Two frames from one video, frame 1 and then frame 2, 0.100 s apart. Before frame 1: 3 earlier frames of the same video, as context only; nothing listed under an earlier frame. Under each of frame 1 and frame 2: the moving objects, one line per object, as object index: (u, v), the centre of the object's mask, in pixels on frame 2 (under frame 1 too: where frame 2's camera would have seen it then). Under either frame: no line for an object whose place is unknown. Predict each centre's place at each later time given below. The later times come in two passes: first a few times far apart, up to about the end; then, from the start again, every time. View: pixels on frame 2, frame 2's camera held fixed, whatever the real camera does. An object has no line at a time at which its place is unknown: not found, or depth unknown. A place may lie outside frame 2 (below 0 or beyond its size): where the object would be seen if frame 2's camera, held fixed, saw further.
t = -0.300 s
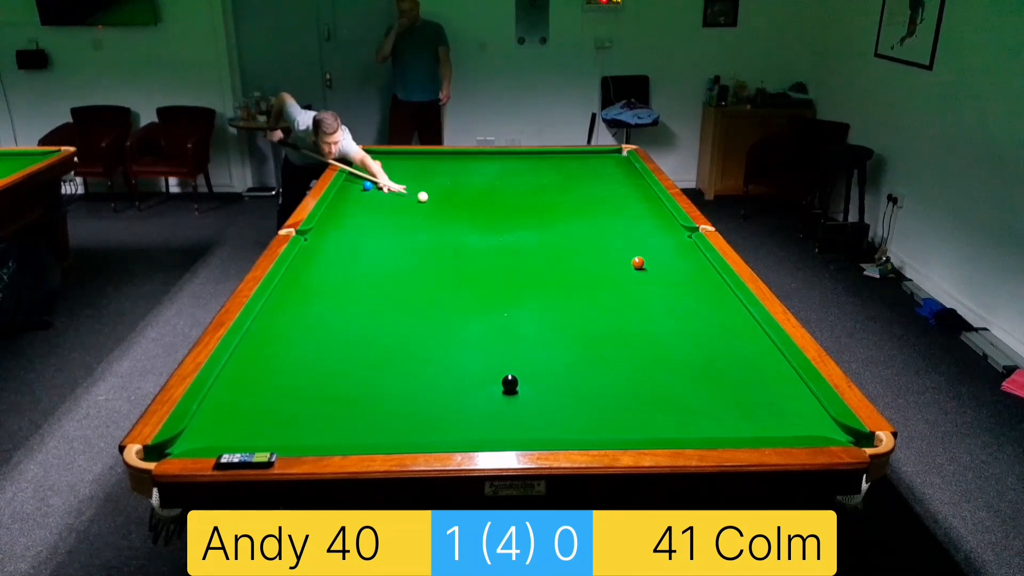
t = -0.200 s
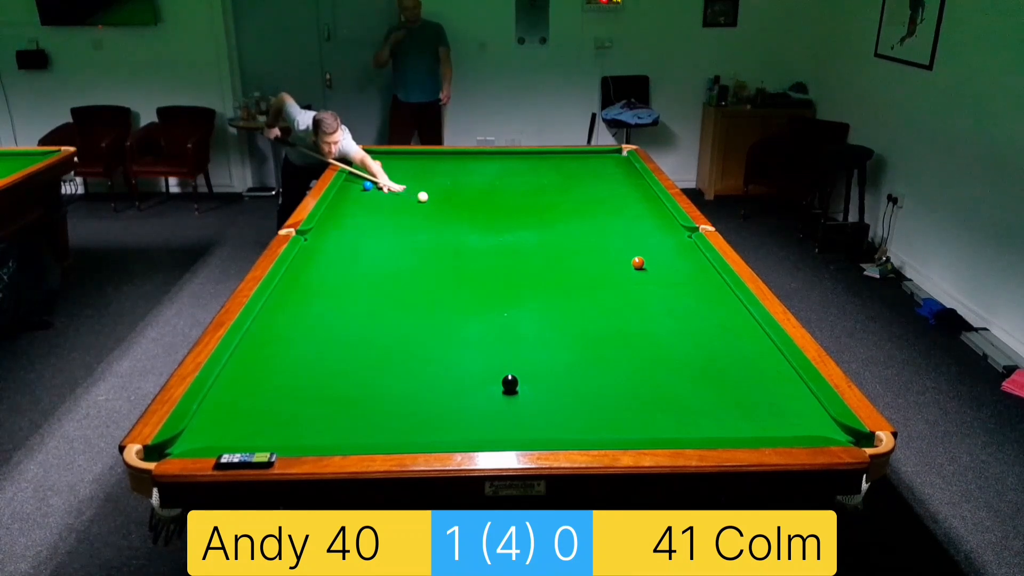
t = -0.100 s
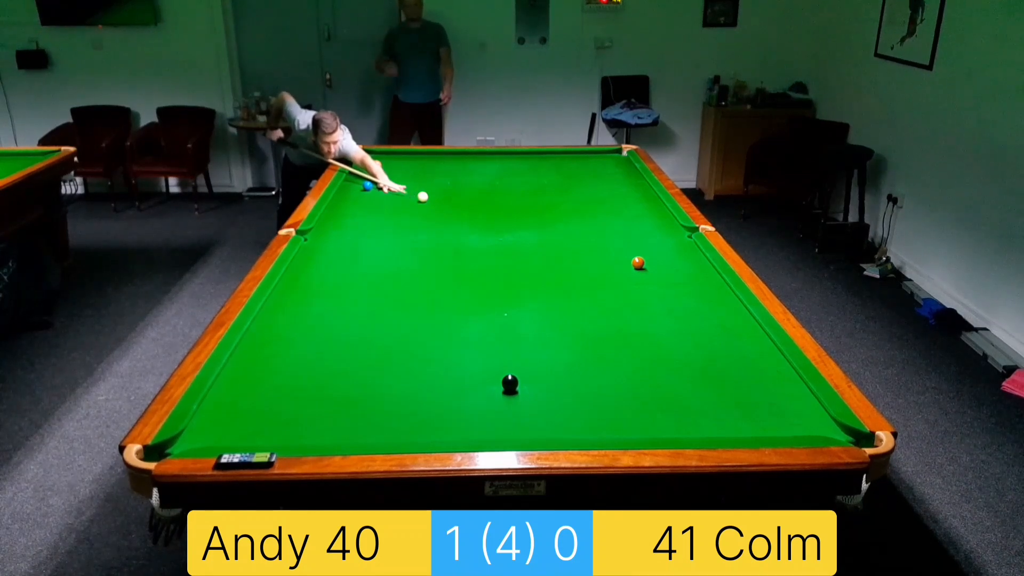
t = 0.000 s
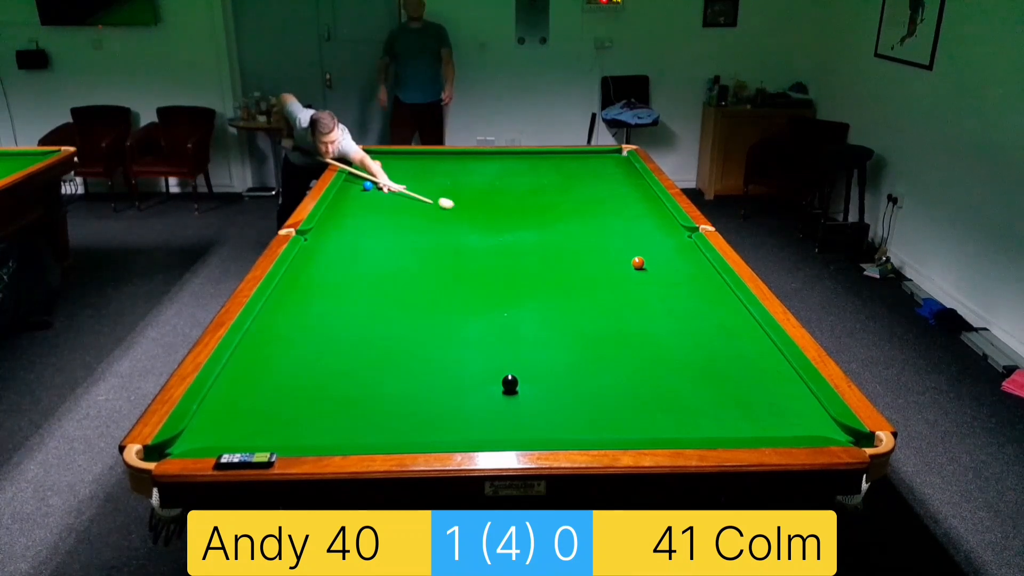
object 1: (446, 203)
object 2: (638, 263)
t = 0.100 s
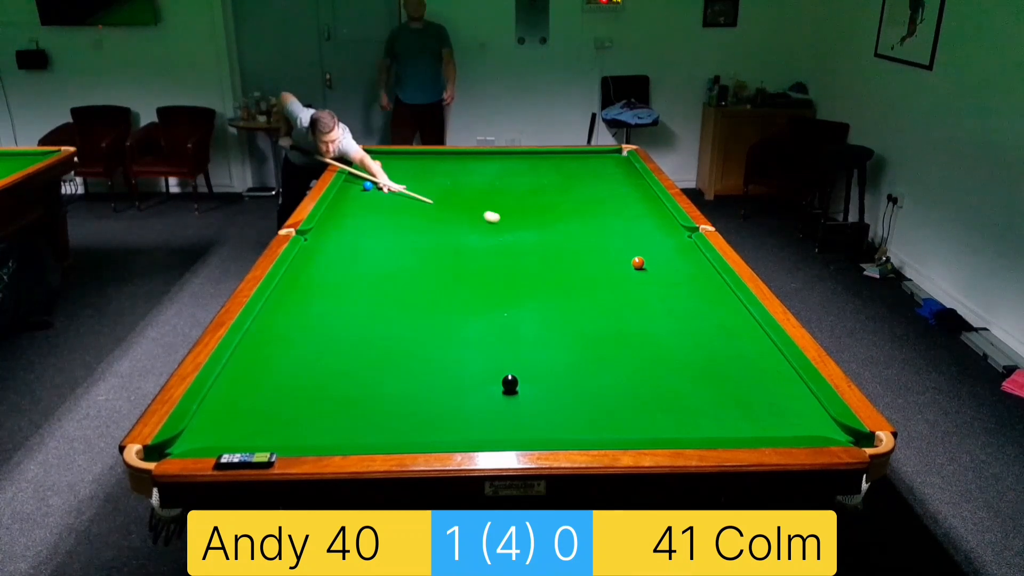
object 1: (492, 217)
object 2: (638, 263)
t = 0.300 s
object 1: (588, 245)
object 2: (638, 262)
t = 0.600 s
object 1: (681, 256)
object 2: (683, 296)
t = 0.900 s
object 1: (667, 251)
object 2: (750, 346)
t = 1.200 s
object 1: (628, 247)
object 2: (807, 409)
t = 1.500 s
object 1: (592, 244)
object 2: (812, 404)
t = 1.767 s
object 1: (563, 241)
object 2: (778, 377)
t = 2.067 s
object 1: (533, 237)
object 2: (746, 350)
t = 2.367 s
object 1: (505, 234)
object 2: (719, 328)
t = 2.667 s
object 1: (480, 231)
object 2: (697, 309)
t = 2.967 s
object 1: (456, 228)
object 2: (678, 292)
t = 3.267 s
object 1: (435, 226)
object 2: (661, 279)
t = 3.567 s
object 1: (415, 223)
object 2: (647, 266)
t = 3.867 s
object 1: (397, 221)
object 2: (635, 256)
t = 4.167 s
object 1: (381, 219)
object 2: (624, 246)
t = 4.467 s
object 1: (367, 217)
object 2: (614, 238)
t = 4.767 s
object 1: (354, 216)
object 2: (606, 231)
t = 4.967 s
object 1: (347, 215)
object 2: (601, 227)
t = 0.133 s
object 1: (507, 221)
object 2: (638, 262)
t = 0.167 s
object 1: (523, 226)
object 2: (638, 262)
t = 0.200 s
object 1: (539, 231)
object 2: (638, 263)
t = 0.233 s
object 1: (555, 236)
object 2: (638, 262)
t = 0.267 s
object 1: (572, 241)
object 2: (638, 262)
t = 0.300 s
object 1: (588, 245)
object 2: (638, 262)
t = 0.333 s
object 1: (604, 250)
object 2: (638, 262)
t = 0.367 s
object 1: (621, 255)
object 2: (638, 262)
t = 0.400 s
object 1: (635, 257)
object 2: (640, 265)
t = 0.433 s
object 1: (645, 257)
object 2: (647, 269)
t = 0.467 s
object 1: (653, 257)
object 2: (655, 275)
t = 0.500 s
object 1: (661, 257)
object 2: (662, 279)
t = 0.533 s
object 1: (668, 257)
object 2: (669, 285)
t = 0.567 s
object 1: (674, 256)
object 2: (676, 291)
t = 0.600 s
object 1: (681, 256)
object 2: (683, 296)
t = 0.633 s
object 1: (688, 255)
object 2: (690, 301)
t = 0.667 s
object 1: (694, 255)
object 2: (697, 306)
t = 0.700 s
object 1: (697, 254)
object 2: (704, 311)
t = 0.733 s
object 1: (691, 254)
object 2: (711, 317)
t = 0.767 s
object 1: (685, 253)
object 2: (718, 322)
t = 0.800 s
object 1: (681, 253)
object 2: (726, 328)
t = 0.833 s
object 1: (676, 252)
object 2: (734, 334)
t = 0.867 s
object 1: (671, 252)
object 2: (741, 340)
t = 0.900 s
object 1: (667, 251)
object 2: (750, 346)
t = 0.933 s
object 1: (662, 251)
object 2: (759, 353)
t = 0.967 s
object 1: (658, 251)
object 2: (767, 359)
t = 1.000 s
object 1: (654, 250)
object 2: (777, 366)
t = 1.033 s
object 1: (649, 250)
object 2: (786, 372)
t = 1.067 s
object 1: (645, 249)
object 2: (795, 380)
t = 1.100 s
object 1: (641, 249)
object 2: (797, 387)
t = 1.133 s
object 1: (636, 248)
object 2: (800, 394)
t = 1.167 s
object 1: (632, 248)
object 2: (803, 401)
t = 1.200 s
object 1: (628, 247)
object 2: (807, 409)
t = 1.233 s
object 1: (624, 247)
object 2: (810, 416)
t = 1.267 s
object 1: (620, 247)
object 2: (814, 424)
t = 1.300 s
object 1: (616, 246)
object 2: (817, 429)
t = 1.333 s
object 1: (612, 246)
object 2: (818, 427)
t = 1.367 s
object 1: (608, 245)
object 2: (817, 423)
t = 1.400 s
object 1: (604, 245)
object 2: (817, 418)
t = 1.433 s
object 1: (600, 244)
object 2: (816, 413)
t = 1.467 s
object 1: (596, 244)
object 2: (816, 409)
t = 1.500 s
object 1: (592, 244)
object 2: (812, 404)
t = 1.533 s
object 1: (589, 243)
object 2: (807, 401)
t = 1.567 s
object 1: (585, 243)
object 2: (803, 397)
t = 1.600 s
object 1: (581, 243)
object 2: (798, 393)
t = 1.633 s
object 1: (578, 242)
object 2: (794, 390)
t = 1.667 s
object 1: (574, 242)
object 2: (790, 387)
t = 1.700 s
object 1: (570, 241)
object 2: (786, 383)
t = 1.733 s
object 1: (567, 241)
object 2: (782, 380)
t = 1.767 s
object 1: (563, 241)
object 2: (778, 377)
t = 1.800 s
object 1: (560, 240)
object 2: (774, 374)
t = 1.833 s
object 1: (556, 240)
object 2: (771, 370)
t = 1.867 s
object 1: (553, 239)
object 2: (767, 368)
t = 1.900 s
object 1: (550, 239)
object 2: (763, 364)
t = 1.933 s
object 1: (546, 239)
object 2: (760, 361)
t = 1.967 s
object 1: (543, 238)
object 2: (757, 358)
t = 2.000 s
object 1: (540, 238)
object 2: (753, 355)
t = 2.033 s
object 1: (536, 237)
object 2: (749, 353)
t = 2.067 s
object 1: (533, 237)
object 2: (746, 350)
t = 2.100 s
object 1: (530, 237)
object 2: (743, 348)
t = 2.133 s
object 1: (527, 236)
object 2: (740, 345)
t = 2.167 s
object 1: (523, 236)
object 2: (737, 342)
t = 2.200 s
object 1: (520, 236)
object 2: (734, 340)
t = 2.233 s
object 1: (517, 235)
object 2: (731, 337)
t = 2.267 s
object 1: (514, 235)
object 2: (728, 335)
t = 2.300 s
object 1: (511, 235)
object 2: (725, 332)
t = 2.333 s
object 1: (508, 234)
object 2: (722, 330)
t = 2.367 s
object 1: (505, 234)
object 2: (719, 328)
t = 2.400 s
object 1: (502, 234)
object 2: (717, 326)
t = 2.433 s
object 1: (499, 233)
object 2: (714, 323)
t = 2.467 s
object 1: (496, 233)
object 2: (712, 321)
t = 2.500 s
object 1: (494, 233)
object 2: (709, 319)
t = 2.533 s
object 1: (491, 232)
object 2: (706, 317)
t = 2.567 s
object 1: (488, 232)
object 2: (704, 315)
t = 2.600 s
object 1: (485, 232)
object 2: (701, 313)
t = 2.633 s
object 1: (482, 231)
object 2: (699, 311)
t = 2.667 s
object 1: (480, 231)
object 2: (697, 309)
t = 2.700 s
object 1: (477, 231)
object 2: (694, 307)
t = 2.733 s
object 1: (474, 230)
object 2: (692, 305)
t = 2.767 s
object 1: (472, 230)
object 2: (690, 303)
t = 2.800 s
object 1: (469, 230)
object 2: (688, 301)
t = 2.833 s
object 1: (466, 229)
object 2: (686, 299)
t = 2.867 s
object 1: (464, 229)
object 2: (684, 298)
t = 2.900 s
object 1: (461, 229)
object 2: (682, 296)
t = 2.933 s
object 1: (459, 229)
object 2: (680, 294)
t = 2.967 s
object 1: (456, 228)
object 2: (678, 292)
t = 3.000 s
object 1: (454, 228)
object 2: (676, 291)
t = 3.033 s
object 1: (451, 228)
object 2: (674, 289)
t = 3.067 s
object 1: (449, 227)
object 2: (672, 287)
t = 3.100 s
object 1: (446, 227)
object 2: (670, 286)
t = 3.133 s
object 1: (444, 227)
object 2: (668, 284)
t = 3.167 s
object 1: (442, 226)
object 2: (666, 283)
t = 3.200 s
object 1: (439, 226)
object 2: (665, 281)
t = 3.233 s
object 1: (437, 226)
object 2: (663, 280)
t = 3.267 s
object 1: (435, 226)
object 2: (661, 279)
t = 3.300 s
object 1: (432, 225)
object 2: (659, 277)
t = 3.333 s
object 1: (430, 225)
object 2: (658, 276)
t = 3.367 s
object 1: (428, 225)
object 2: (656, 274)
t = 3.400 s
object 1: (426, 225)
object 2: (655, 273)
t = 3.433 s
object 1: (424, 224)
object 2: (653, 271)
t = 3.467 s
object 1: (422, 224)
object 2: (651, 270)
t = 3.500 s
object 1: (419, 224)
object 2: (650, 269)
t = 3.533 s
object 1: (417, 224)
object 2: (649, 267)
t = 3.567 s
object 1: (415, 223)
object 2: (647, 266)
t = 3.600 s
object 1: (413, 223)
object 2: (645, 265)
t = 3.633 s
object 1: (411, 223)
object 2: (644, 264)
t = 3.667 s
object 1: (409, 222)
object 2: (642, 263)
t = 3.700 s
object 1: (407, 222)
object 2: (641, 261)
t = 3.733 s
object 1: (405, 222)
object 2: (640, 260)
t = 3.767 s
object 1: (403, 222)
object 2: (638, 259)
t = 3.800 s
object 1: (401, 221)
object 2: (637, 258)
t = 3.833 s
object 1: (399, 221)
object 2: (636, 257)
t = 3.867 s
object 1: (397, 221)
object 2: (635, 256)
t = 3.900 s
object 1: (395, 221)
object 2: (633, 255)
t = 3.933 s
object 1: (394, 220)
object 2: (632, 254)
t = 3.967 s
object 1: (392, 220)
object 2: (631, 253)
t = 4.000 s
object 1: (390, 220)
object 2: (630, 251)
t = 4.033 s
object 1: (388, 220)
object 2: (628, 250)
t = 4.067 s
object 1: (386, 220)
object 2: (627, 249)
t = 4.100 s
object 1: (385, 219)
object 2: (626, 248)
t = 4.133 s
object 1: (383, 219)
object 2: (625, 247)
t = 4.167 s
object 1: (381, 219)
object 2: (624, 246)
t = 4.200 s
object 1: (380, 219)
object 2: (623, 245)
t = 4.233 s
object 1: (378, 219)
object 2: (622, 244)
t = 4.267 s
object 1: (376, 218)
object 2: (621, 243)
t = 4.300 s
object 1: (375, 218)
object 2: (619, 242)
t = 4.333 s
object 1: (373, 218)
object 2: (618, 242)
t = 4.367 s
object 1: (371, 218)
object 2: (617, 241)
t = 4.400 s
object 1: (370, 218)
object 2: (617, 240)
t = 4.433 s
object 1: (368, 217)
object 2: (616, 239)
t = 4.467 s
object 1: (367, 217)
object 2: (614, 238)
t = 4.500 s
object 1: (365, 217)
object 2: (613, 237)
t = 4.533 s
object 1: (364, 217)
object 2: (612, 237)
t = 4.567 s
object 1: (363, 217)
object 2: (612, 236)
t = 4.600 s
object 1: (361, 217)
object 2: (610, 235)
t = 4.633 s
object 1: (360, 216)
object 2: (610, 234)
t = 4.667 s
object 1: (358, 216)
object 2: (609, 233)
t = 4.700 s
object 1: (357, 216)
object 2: (608, 232)
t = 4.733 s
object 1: (356, 216)
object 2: (607, 232)
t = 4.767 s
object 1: (354, 216)
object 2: (606, 231)
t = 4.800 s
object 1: (353, 216)
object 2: (605, 231)
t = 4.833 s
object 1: (352, 215)
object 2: (605, 230)
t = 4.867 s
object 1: (350, 215)
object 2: (604, 229)
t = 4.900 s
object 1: (349, 215)
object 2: (603, 228)
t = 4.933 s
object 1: (348, 215)
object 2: (602, 228)
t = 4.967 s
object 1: (347, 215)
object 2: (601, 227)
